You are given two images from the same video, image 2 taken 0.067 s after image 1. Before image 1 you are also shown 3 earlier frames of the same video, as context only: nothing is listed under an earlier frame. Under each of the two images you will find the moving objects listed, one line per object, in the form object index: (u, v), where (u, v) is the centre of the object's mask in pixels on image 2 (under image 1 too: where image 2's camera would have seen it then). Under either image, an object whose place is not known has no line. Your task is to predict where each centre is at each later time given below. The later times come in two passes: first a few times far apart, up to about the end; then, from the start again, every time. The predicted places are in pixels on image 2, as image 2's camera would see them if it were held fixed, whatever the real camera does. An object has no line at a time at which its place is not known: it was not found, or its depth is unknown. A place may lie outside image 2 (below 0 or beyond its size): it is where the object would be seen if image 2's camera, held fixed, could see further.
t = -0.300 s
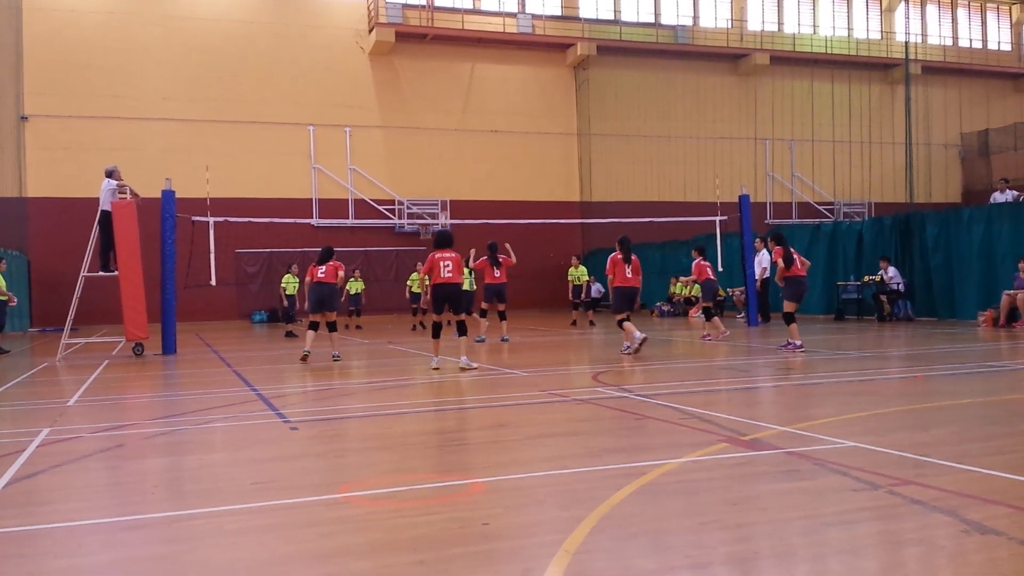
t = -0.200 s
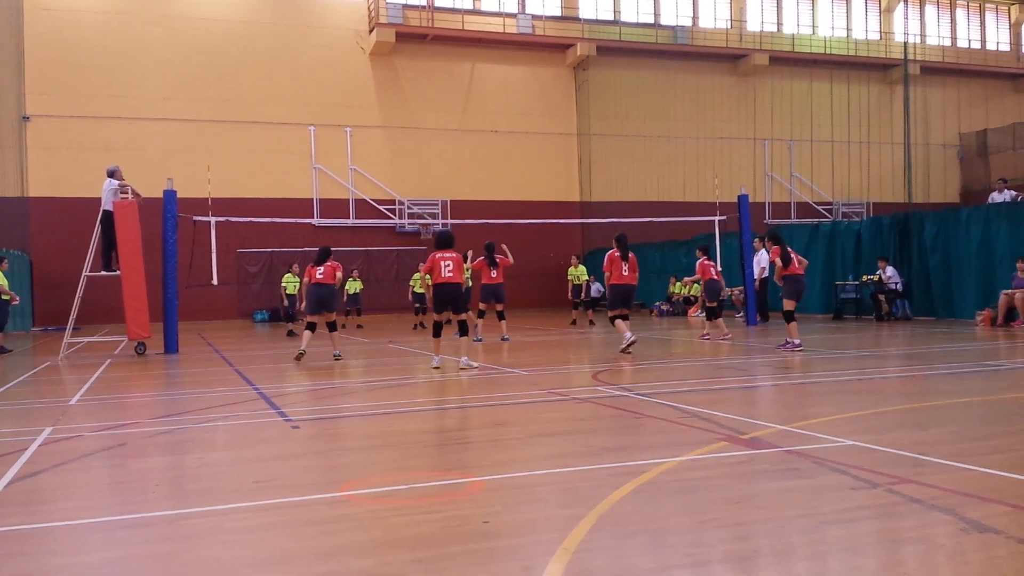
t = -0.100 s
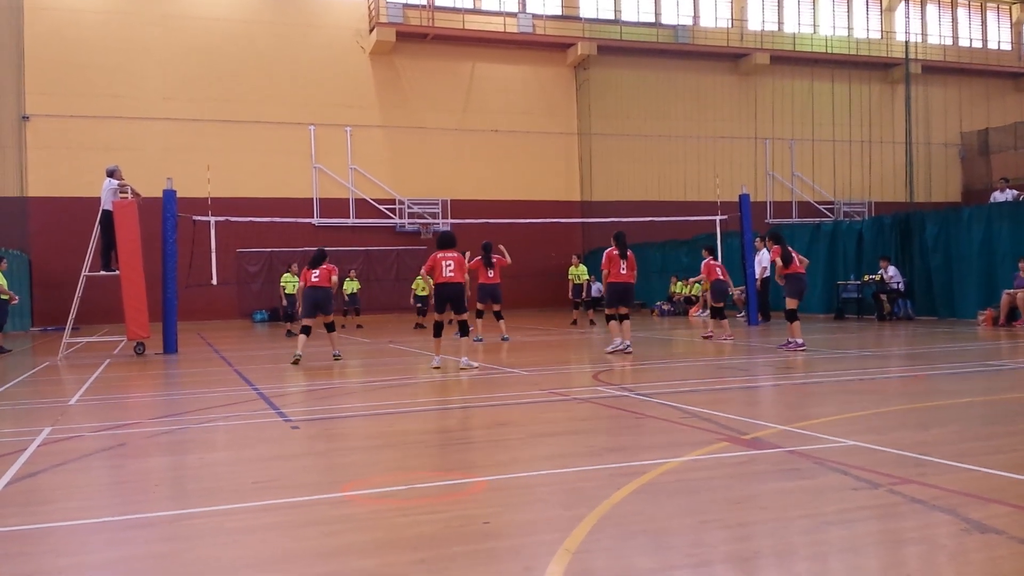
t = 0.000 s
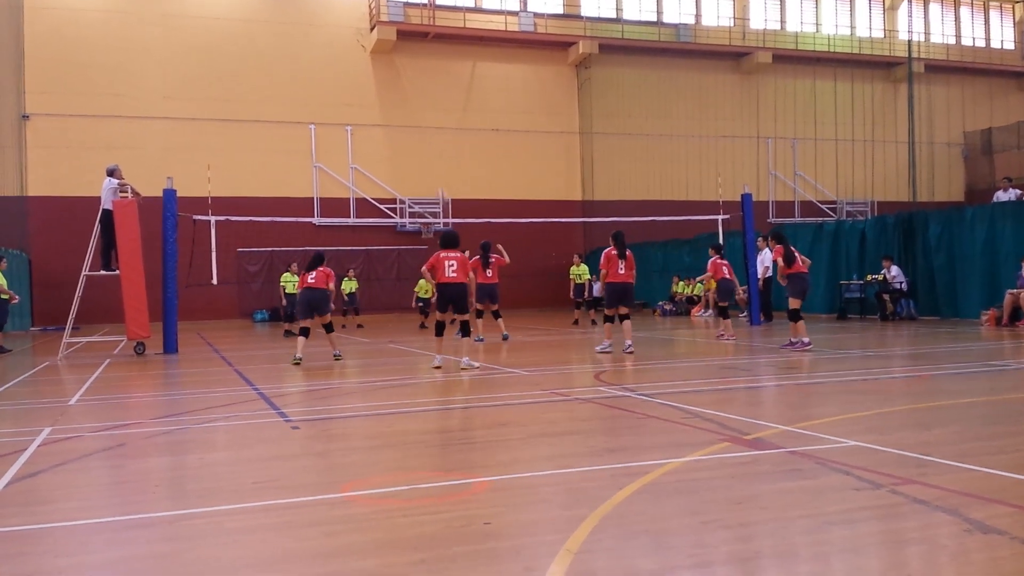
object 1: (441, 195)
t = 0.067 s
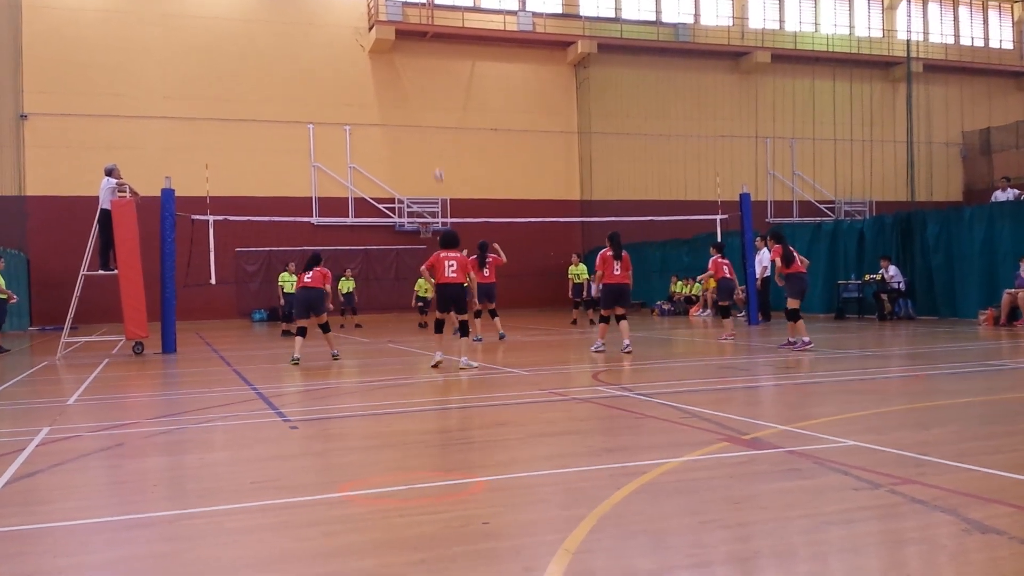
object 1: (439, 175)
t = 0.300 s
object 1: (431, 123)
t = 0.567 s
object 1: (424, 100)
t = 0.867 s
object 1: (418, 117)
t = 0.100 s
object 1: (437, 165)
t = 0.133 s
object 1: (436, 157)
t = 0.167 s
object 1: (435, 149)
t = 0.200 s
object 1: (434, 141)
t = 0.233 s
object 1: (433, 134)
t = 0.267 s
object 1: (432, 128)
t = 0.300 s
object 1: (431, 123)
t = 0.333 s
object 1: (430, 118)
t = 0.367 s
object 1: (429, 114)
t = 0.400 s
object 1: (428, 110)
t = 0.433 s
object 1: (427, 106)
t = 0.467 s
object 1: (426, 104)
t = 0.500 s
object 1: (425, 102)
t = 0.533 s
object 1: (425, 101)
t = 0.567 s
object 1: (424, 100)
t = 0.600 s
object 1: (423, 100)
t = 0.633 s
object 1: (422, 100)
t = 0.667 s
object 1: (421, 101)
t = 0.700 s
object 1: (421, 102)
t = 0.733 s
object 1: (420, 104)
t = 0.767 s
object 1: (420, 106)
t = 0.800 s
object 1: (419, 109)
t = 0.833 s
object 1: (418, 113)
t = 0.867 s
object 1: (418, 117)
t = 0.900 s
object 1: (417, 121)
